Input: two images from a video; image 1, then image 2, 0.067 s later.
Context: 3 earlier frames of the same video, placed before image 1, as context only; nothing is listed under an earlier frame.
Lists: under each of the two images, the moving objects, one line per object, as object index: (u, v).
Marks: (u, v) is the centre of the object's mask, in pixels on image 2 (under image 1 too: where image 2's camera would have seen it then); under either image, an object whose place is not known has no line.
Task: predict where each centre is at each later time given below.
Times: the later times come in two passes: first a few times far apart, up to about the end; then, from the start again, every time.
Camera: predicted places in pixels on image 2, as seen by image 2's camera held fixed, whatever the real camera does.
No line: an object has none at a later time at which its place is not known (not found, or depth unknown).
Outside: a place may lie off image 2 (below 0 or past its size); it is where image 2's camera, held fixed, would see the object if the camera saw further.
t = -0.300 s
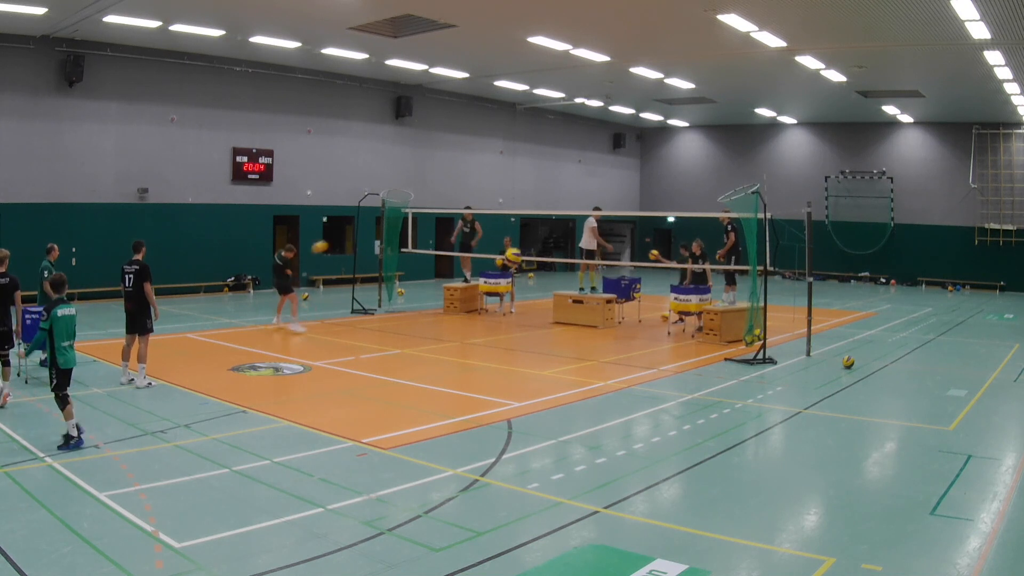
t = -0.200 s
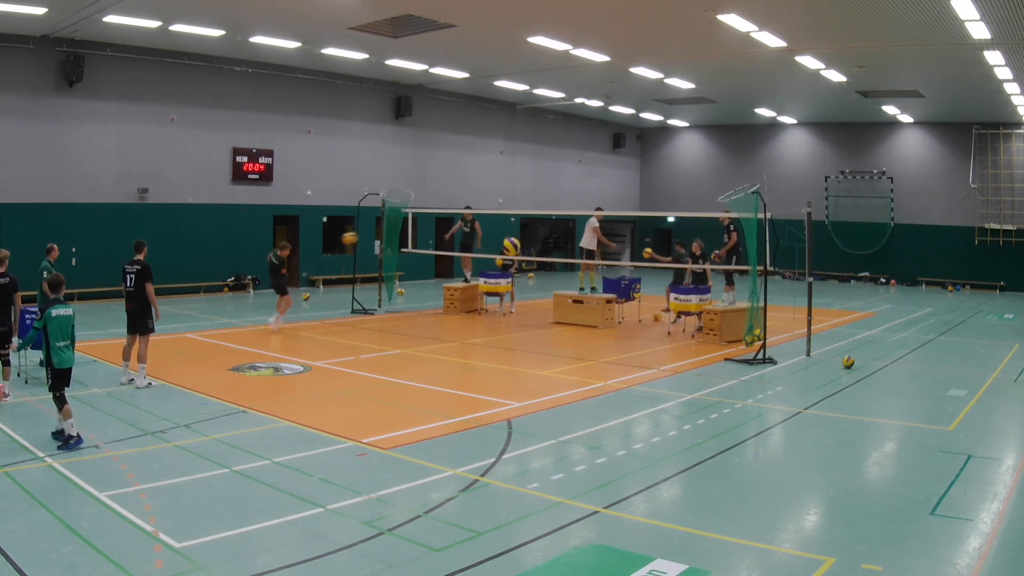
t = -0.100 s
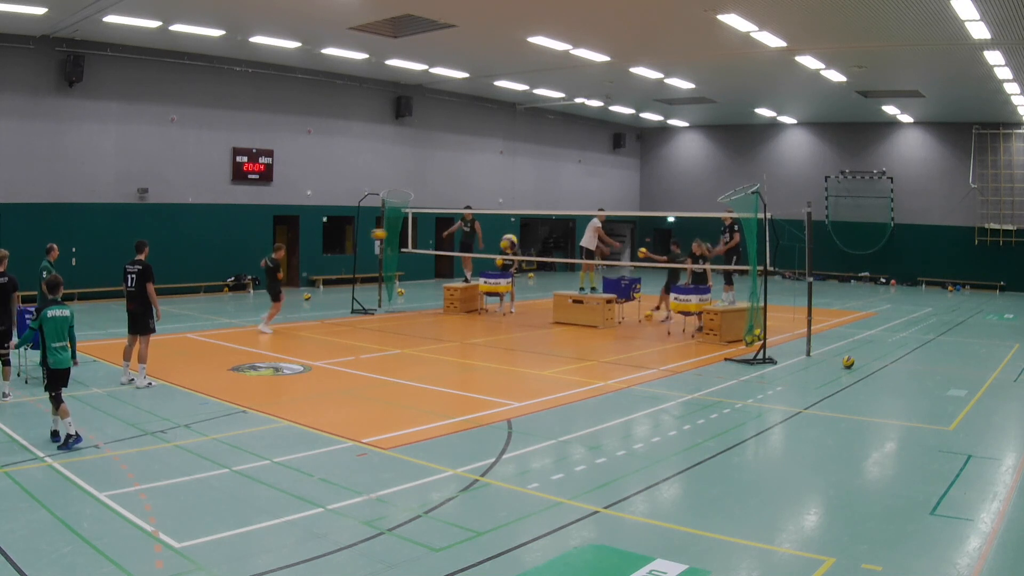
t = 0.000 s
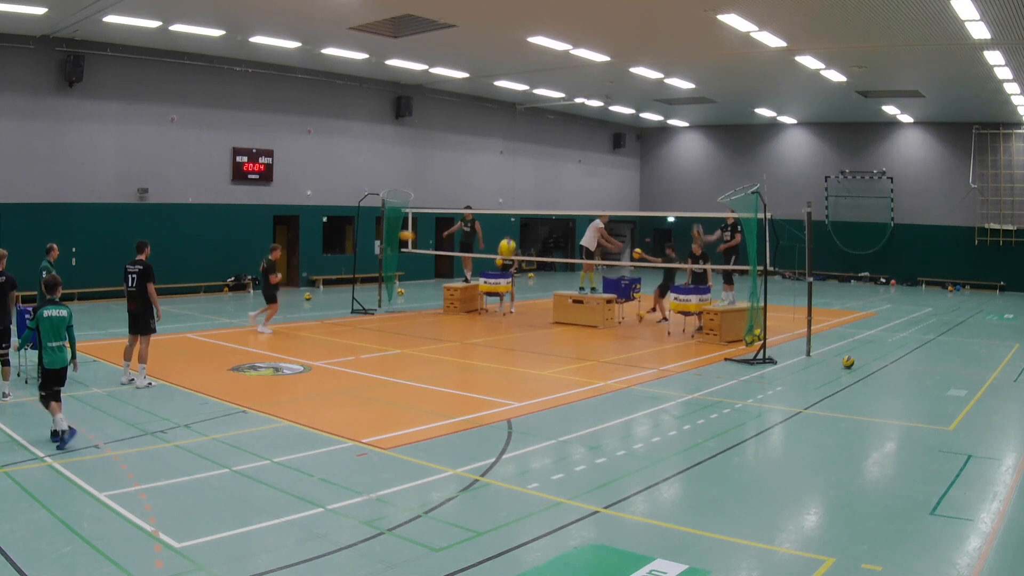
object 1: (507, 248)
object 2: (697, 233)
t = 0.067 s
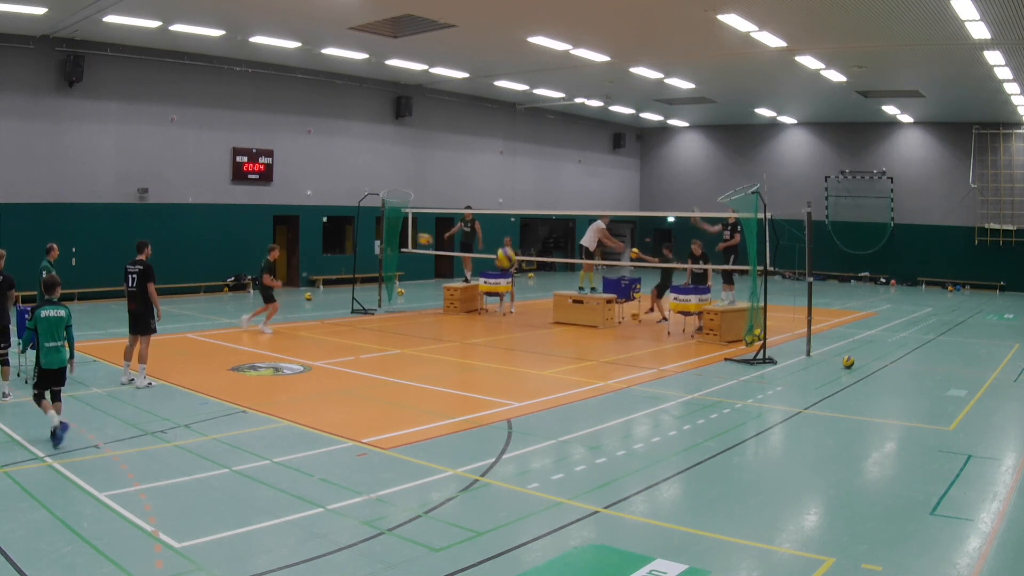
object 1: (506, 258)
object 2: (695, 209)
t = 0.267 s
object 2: (700, 164)
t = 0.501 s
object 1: (494, 423)
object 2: (708, 127)
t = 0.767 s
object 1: (484, 363)
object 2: (715, 120)
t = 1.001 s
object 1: (473, 345)
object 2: (720, 140)
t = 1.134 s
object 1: (467, 362)
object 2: (724, 166)
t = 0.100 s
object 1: (505, 263)
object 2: (695, 204)
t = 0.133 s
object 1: (503, 268)
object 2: (696, 196)
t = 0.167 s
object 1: (503, 277)
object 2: (697, 188)
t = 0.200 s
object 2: (698, 180)
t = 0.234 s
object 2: (700, 172)
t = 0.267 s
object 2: (700, 164)
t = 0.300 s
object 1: (498, 320)
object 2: (701, 157)
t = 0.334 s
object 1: (497, 334)
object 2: (703, 150)
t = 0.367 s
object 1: (497, 351)
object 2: (703, 145)
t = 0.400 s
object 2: (704, 140)
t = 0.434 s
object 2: (705, 135)
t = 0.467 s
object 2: (707, 131)
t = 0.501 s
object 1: (494, 423)
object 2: (708, 127)
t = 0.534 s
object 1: (491, 433)
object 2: (709, 125)
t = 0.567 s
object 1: (491, 419)
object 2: (709, 123)
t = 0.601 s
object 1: (491, 408)
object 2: (710, 121)
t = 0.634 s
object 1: (488, 398)
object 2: (711, 120)
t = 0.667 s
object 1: (487, 386)
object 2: (712, 119)
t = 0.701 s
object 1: (486, 378)
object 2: (713, 119)
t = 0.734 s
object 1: (485, 370)
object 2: (714, 119)
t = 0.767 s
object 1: (484, 363)
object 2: (715, 120)
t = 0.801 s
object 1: (482, 357)
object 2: (715, 121)
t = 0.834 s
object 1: (481, 352)
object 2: (716, 124)
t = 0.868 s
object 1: (480, 349)
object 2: (716, 126)
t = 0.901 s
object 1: (479, 346)
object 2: (718, 129)
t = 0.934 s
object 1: (477, 344)
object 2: (719, 133)
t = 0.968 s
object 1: (475, 344)
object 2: (720, 136)
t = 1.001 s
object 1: (473, 345)
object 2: (720, 140)
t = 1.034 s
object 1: (472, 347)
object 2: (721, 146)
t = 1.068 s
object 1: (470, 351)
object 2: (723, 152)
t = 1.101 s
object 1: (468, 355)
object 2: (723, 159)
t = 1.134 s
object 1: (467, 362)
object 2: (724, 166)
